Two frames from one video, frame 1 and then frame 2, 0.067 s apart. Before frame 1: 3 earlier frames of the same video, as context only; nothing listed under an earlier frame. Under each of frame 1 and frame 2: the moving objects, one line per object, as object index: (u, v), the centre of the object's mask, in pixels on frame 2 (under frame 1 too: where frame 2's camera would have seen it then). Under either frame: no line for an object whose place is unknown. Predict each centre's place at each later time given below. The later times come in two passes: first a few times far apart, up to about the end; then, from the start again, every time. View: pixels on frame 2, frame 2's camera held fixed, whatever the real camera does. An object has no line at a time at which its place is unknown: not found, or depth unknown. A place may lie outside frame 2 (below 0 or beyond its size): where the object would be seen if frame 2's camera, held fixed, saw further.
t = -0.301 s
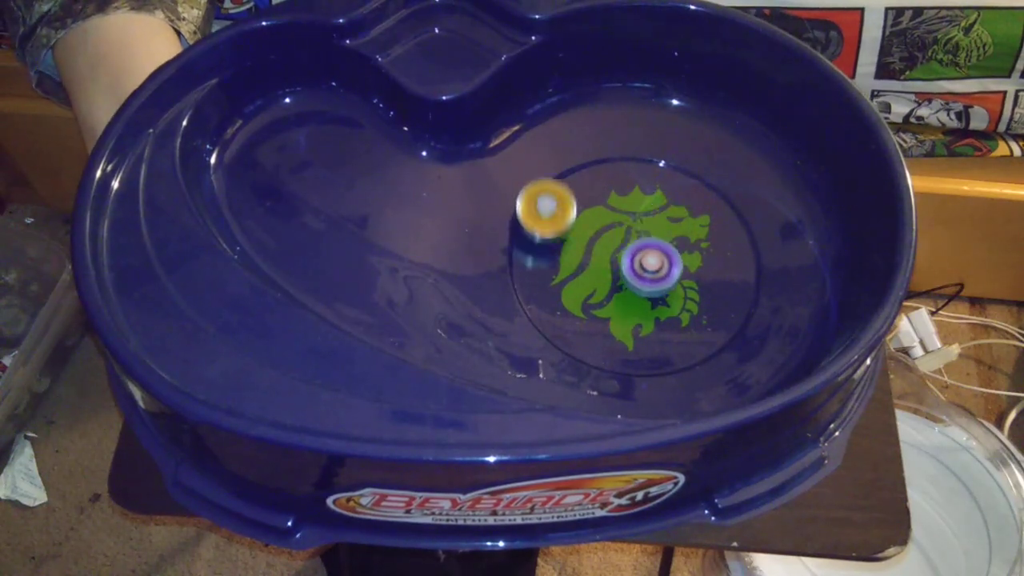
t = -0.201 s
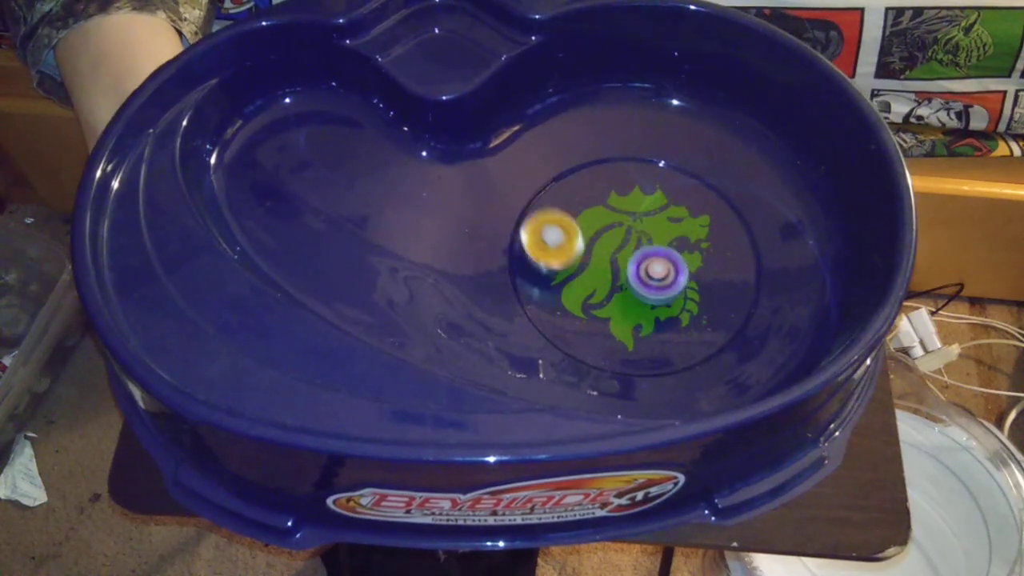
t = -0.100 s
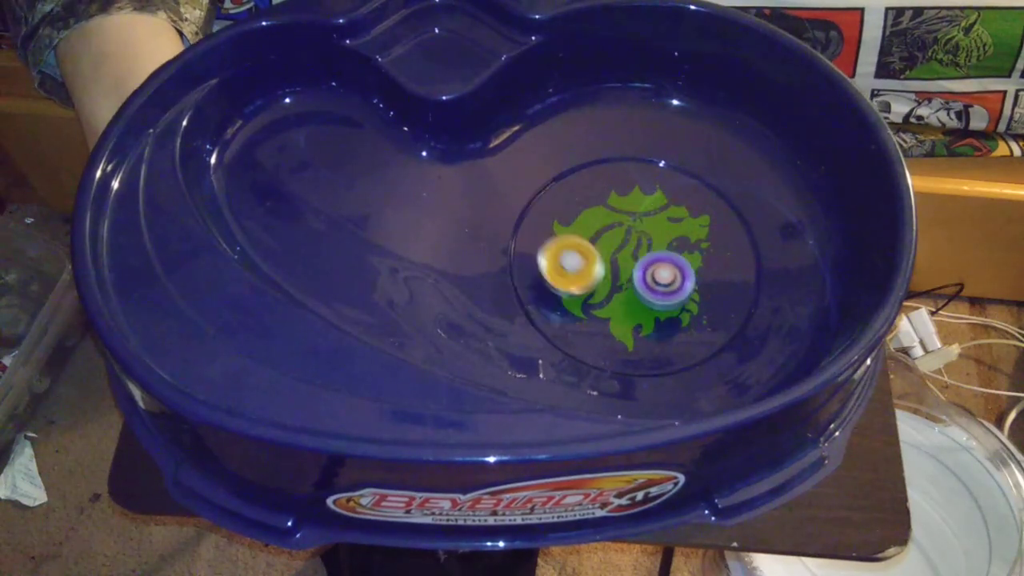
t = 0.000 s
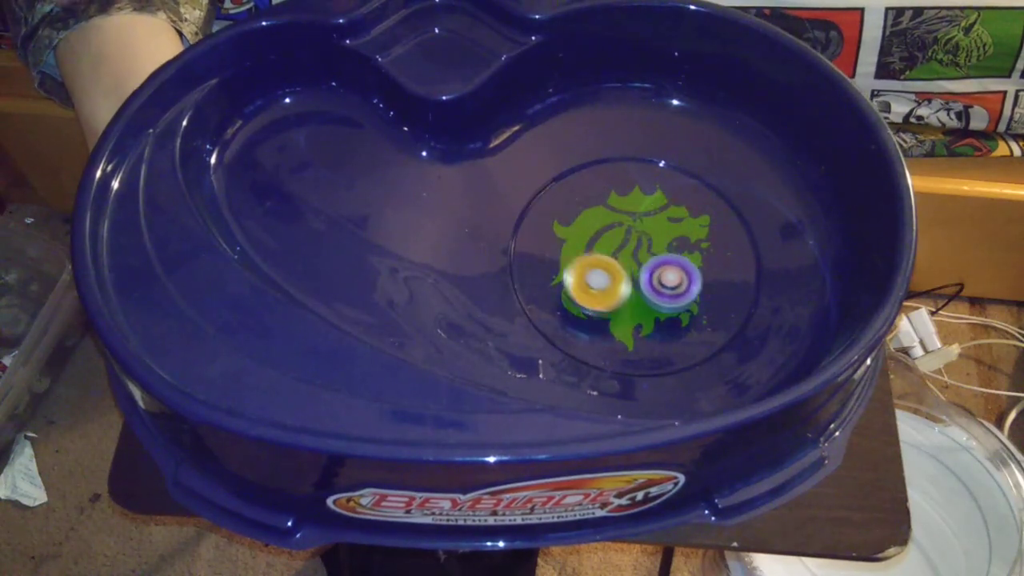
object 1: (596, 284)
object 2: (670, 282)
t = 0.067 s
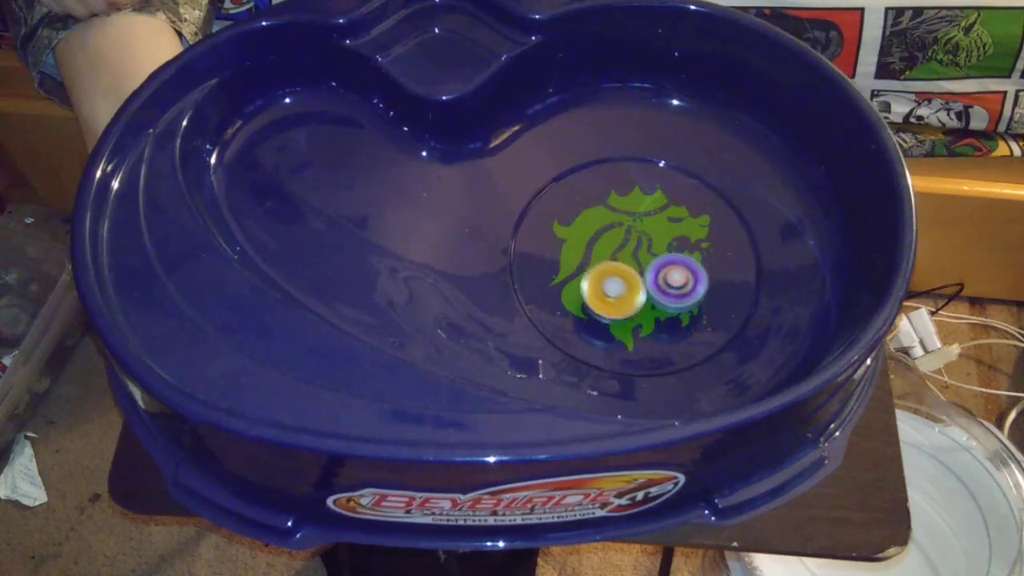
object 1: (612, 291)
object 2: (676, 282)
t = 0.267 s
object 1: (536, 308)
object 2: (756, 253)
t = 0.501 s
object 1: (587, 319)
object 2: (707, 213)
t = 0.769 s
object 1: (642, 303)
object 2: (634, 216)
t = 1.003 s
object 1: (689, 295)
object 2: (562, 225)
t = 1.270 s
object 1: (767, 273)
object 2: (451, 218)
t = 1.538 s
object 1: (687, 193)
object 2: (446, 281)
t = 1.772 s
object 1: (609, 205)
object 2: (488, 297)
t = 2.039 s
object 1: (574, 254)
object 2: (527, 294)
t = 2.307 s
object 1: (624, 256)
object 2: (586, 306)
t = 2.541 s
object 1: (641, 231)
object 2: (614, 286)
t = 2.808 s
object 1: (643, 175)
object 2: (625, 282)
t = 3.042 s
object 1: (608, 181)
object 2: (640, 257)
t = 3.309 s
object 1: (569, 200)
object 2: (657, 243)
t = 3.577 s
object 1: (574, 245)
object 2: (660, 224)
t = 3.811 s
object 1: (615, 269)
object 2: (648, 215)
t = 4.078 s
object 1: (667, 311)
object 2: (626, 199)
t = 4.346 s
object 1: (707, 306)
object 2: (601, 219)
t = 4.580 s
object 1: (707, 284)
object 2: (602, 252)
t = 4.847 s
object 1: (697, 262)
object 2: (610, 281)
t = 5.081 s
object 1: (681, 242)
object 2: (615, 301)
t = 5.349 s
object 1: (629, 239)
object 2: (641, 305)
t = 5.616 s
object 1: (562, 210)
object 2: (690, 323)
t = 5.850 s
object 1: (529, 219)
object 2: (712, 299)
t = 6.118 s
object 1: (536, 249)
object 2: (695, 261)
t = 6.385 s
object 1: (559, 257)
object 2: (649, 237)
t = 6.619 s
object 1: (567, 259)
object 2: (626, 228)
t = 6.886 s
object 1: (561, 299)
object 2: (626, 196)
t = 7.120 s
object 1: (578, 380)
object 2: (663, 130)
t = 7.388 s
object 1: (695, 343)
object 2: (601, 175)
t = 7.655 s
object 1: (700, 253)
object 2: (605, 216)
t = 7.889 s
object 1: (691, 203)
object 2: (593, 236)
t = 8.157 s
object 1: (629, 175)
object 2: (614, 267)
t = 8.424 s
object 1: (579, 201)
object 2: (639, 289)
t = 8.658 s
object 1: (575, 240)
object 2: (653, 295)
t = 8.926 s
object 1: (590, 271)
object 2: (673, 295)
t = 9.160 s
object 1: (542, 264)
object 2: (718, 290)
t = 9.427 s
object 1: (559, 283)
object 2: (699, 263)
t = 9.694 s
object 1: (586, 287)
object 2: (653, 249)
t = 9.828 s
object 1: (530, 316)
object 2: (691, 213)
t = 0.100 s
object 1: (603, 294)
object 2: (693, 280)
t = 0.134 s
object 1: (581, 297)
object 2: (718, 276)
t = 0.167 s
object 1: (562, 300)
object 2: (736, 272)
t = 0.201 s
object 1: (549, 302)
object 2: (749, 267)
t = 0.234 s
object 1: (540, 305)
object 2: (756, 260)
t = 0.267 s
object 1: (536, 308)
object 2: (756, 253)
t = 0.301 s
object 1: (540, 308)
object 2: (752, 245)
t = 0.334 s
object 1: (546, 310)
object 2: (745, 237)
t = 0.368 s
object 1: (553, 312)
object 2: (739, 230)
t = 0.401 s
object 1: (562, 314)
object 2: (732, 225)
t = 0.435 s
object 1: (570, 317)
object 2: (724, 220)
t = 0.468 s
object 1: (579, 318)
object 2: (716, 216)
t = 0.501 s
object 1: (587, 319)
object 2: (707, 213)
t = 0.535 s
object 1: (596, 319)
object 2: (698, 211)
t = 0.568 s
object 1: (604, 319)
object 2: (690, 210)
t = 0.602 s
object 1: (611, 318)
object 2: (680, 209)
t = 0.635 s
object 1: (618, 316)
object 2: (670, 209)
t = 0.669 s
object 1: (625, 314)
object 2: (661, 210)
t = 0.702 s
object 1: (632, 311)
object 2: (652, 211)
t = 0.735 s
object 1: (637, 307)
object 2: (643, 213)
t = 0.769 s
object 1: (642, 303)
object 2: (634, 216)
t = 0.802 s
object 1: (645, 299)
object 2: (627, 220)
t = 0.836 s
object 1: (648, 294)
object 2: (619, 224)
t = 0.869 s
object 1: (650, 289)
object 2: (613, 229)
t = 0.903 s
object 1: (651, 284)
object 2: (607, 234)
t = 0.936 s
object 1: (652, 279)
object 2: (602, 239)
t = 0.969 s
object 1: (659, 278)
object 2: (592, 240)
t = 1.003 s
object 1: (689, 295)
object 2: (562, 225)
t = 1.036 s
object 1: (715, 307)
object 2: (539, 215)
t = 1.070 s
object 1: (738, 315)
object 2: (520, 205)
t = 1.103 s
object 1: (752, 316)
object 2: (503, 199)
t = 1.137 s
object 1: (760, 314)
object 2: (489, 197)
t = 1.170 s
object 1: (766, 307)
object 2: (477, 197)
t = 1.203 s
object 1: (769, 298)
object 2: (467, 203)
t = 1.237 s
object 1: (769, 287)
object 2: (458, 210)
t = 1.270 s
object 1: (767, 273)
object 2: (451, 218)
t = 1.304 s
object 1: (761, 259)
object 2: (445, 227)
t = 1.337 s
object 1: (752, 244)
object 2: (441, 236)
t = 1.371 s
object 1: (742, 231)
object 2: (438, 244)
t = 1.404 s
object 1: (732, 218)
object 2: (436, 253)
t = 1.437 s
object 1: (721, 208)
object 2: (435, 261)
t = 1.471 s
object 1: (710, 200)
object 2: (437, 268)
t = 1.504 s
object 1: (699, 196)
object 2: (441, 275)
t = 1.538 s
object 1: (687, 193)
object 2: (446, 281)
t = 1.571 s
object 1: (675, 191)
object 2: (453, 286)
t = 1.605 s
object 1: (664, 191)
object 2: (459, 289)
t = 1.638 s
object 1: (652, 191)
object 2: (466, 293)
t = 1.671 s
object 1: (640, 193)
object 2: (473, 295)
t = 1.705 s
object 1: (629, 197)
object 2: (478, 296)
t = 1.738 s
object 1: (618, 200)
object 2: (483, 297)
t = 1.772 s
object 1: (609, 205)
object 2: (488, 297)
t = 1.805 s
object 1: (600, 211)
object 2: (494, 297)
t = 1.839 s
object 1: (593, 217)
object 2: (498, 296)
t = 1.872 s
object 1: (586, 224)
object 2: (503, 295)
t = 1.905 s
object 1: (581, 231)
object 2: (508, 294)
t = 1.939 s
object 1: (576, 238)
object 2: (512, 293)
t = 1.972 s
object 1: (573, 244)
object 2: (517, 292)
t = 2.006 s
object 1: (571, 251)
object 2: (523, 291)
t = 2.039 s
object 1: (574, 254)
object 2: (527, 294)
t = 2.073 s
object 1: (585, 253)
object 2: (534, 301)
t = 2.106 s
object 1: (594, 253)
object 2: (545, 306)
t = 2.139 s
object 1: (601, 254)
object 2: (555, 309)
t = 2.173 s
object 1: (607, 256)
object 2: (563, 310)
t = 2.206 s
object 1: (612, 257)
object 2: (570, 309)
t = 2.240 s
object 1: (616, 258)
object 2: (577, 307)
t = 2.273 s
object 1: (619, 259)
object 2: (584, 305)
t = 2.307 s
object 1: (624, 256)
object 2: (586, 306)
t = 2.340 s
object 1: (631, 250)
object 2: (588, 305)
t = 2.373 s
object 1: (636, 246)
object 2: (592, 304)
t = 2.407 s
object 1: (639, 242)
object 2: (597, 301)
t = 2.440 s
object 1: (641, 239)
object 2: (602, 297)
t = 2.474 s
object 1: (642, 236)
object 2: (607, 294)
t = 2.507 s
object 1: (642, 233)
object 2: (611, 290)
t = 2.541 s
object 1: (641, 231)
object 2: (614, 286)
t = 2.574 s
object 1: (640, 228)
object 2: (618, 281)
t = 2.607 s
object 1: (640, 222)
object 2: (618, 281)
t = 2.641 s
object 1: (645, 208)
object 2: (617, 286)
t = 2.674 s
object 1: (648, 196)
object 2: (616, 289)
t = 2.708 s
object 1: (649, 188)
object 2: (617, 289)
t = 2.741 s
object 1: (649, 182)
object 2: (619, 287)
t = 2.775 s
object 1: (646, 180)
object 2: (622, 285)
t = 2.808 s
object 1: (643, 175)
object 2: (625, 282)
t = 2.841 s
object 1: (639, 174)
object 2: (628, 279)
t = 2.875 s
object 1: (634, 174)
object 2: (631, 276)
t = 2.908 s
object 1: (629, 174)
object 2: (634, 272)
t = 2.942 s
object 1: (624, 175)
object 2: (636, 268)
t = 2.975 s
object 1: (619, 176)
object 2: (637, 265)
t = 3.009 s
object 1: (613, 178)
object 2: (639, 261)
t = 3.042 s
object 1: (608, 181)
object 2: (640, 257)
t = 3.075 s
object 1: (604, 183)
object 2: (641, 253)
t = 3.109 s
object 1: (600, 187)
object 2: (641, 250)
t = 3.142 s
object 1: (596, 191)
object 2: (641, 245)
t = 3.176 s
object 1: (594, 195)
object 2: (641, 241)
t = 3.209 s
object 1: (591, 200)
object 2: (641, 238)
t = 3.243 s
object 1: (582, 199)
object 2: (648, 240)
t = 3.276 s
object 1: (575, 198)
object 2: (653, 242)
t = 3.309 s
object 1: (569, 200)
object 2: (657, 243)
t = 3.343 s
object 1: (565, 203)
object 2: (658, 242)
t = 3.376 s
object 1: (563, 208)
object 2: (660, 239)
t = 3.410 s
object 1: (562, 214)
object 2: (660, 237)
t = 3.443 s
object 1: (562, 220)
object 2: (661, 234)
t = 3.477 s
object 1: (564, 227)
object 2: (661, 231)
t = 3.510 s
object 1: (567, 233)
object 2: (662, 229)
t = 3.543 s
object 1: (570, 240)
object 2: (661, 227)
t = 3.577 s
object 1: (574, 245)
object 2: (660, 224)
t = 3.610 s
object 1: (579, 250)
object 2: (659, 222)
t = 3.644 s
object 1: (585, 254)
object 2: (658, 220)
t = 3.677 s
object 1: (591, 258)
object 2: (657, 218)
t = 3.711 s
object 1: (597, 262)
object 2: (654, 217)
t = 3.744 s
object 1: (603, 265)
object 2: (652, 216)
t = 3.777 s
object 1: (609, 267)
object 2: (650, 215)
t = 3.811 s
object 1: (615, 269)
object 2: (648, 215)
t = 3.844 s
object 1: (622, 270)
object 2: (645, 215)
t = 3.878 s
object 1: (629, 272)
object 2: (643, 215)
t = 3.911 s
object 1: (636, 272)
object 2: (640, 216)
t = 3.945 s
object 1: (642, 273)
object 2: (637, 217)
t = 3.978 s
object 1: (649, 282)
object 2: (635, 211)
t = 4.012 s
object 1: (656, 295)
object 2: (632, 205)
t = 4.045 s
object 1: (661, 305)
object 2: (629, 201)
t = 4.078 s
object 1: (667, 311)
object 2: (626, 199)
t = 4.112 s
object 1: (673, 315)
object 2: (622, 200)
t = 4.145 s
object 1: (679, 317)
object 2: (618, 201)
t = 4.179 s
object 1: (685, 317)
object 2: (614, 203)
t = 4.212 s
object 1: (690, 316)
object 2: (610, 206)
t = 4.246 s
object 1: (696, 314)
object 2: (607, 209)
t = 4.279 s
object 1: (700, 312)
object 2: (605, 212)
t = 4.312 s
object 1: (704, 309)
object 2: (602, 215)
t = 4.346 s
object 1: (707, 306)
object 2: (601, 219)
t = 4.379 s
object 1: (709, 303)
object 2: (599, 224)
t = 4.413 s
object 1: (710, 300)
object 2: (598, 229)
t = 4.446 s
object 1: (711, 297)
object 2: (598, 233)
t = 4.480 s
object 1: (711, 294)
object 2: (598, 237)
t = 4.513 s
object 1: (710, 291)
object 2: (599, 243)
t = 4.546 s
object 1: (709, 287)
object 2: (600, 248)
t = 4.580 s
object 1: (707, 284)
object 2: (602, 252)
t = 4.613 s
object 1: (705, 281)
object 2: (604, 256)
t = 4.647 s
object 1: (702, 278)
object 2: (606, 261)
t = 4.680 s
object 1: (699, 275)
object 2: (609, 264)
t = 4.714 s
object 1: (695, 272)
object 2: (613, 268)
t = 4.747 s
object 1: (691, 270)
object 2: (616, 272)
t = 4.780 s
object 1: (687, 268)
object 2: (620, 275)
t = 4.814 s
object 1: (689, 264)
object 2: (618, 278)
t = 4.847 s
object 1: (697, 262)
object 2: (610, 281)
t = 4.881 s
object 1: (701, 259)
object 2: (606, 284)
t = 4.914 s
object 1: (702, 256)
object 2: (604, 287)
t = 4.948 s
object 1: (700, 253)
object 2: (605, 289)
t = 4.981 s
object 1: (696, 250)
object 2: (607, 292)
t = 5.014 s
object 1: (692, 247)
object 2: (609, 295)
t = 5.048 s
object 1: (686, 245)
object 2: (612, 298)
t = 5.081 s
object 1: (681, 242)
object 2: (615, 301)
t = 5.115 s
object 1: (675, 240)
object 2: (618, 302)
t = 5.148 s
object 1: (668, 238)
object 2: (621, 304)
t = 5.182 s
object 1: (662, 237)
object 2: (624, 305)
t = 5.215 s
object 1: (655, 236)
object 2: (628, 306)
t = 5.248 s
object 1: (648, 236)
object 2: (631, 307)
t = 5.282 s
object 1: (642, 236)
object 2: (634, 306)
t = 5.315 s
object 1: (635, 238)
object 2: (638, 306)
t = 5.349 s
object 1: (629, 239)
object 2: (641, 305)
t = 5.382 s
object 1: (624, 241)
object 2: (644, 304)
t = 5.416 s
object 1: (618, 244)
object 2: (646, 302)
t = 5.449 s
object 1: (614, 247)
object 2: (648, 300)
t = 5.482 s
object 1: (611, 249)
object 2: (650, 298)
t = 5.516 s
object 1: (603, 246)
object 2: (657, 301)
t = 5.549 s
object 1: (588, 231)
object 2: (671, 312)
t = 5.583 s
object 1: (574, 219)
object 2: (682, 320)
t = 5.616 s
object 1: (562, 210)
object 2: (690, 323)
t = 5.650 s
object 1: (551, 203)
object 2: (696, 324)
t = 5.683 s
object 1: (542, 200)
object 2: (701, 321)
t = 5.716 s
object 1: (535, 200)
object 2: (705, 318)
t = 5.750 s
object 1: (531, 201)
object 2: (708, 313)
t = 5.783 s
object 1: (530, 207)
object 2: (710, 309)
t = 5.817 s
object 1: (529, 213)
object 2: (711, 304)
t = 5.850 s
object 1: (529, 219)
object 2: (712, 299)
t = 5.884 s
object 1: (528, 225)
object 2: (712, 294)
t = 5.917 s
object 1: (528, 230)
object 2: (711, 289)
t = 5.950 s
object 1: (529, 234)
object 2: (710, 284)
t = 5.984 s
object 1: (529, 238)
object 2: (708, 279)
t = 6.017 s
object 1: (531, 241)
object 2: (705, 274)
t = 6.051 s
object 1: (532, 244)
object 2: (702, 269)
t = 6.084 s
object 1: (534, 247)
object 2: (699, 265)
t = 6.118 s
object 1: (536, 249)
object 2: (695, 261)
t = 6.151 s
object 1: (538, 250)
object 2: (690, 257)
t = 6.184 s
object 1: (540, 252)
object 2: (685, 253)
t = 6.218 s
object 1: (542, 254)
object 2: (679, 249)
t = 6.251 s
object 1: (545, 255)
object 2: (673, 246)
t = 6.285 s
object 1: (548, 256)
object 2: (667, 244)
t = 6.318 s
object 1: (551, 256)
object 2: (661, 240)
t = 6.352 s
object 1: (555, 257)
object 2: (655, 238)
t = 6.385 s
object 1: (559, 257)
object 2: (649, 237)
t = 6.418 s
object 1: (563, 256)
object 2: (642, 235)
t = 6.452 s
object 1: (567, 256)
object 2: (636, 234)
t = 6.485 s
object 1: (571, 255)
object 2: (630, 233)
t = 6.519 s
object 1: (570, 256)
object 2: (629, 231)
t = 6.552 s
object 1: (566, 258)
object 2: (630, 229)
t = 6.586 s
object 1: (566, 259)
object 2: (628, 229)
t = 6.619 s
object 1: (567, 259)
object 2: (626, 228)
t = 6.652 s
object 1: (569, 260)
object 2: (622, 228)
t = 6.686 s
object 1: (571, 261)
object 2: (619, 227)
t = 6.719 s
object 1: (570, 264)
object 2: (618, 225)
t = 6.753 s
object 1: (572, 266)
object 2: (617, 224)
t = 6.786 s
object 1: (574, 267)
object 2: (615, 223)
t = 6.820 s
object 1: (577, 268)
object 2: (612, 222)
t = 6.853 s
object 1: (576, 275)
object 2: (610, 219)
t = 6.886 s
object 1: (561, 299)
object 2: (626, 196)
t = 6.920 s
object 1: (548, 322)
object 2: (641, 175)
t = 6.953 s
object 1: (544, 340)
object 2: (651, 160)
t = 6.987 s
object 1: (544, 355)
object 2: (660, 146)
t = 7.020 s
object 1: (547, 365)
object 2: (666, 137)
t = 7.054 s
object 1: (555, 372)
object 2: (668, 132)
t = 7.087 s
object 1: (565, 377)
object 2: (667, 130)
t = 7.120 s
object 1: (578, 380)
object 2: (663, 130)
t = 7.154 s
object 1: (592, 381)
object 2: (657, 131)
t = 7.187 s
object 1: (607, 380)
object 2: (649, 133)
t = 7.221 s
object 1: (623, 378)
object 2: (642, 136)
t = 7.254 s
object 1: (639, 375)
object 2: (633, 140)
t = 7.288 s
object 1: (655, 370)
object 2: (625, 146)
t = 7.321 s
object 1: (670, 363)
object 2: (616, 155)
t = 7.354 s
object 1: (683, 355)
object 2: (608, 166)
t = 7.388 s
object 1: (695, 343)
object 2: (601, 175)
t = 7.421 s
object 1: (704, 330)
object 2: (597, 183)
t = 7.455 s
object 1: (710, 318)
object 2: (594, 190)
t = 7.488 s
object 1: (713, 305)
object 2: (594, 196)
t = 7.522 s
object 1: (714, 295)
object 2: (594, 201)
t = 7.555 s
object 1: (713, 284)
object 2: (596, 205)
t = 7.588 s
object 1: (710, 273)
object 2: (598, 209)
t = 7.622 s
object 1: (706, 263)
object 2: (602, 212)
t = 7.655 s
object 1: (700, 253)
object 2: (605, 216)
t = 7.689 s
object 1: (694, 244)
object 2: (608, 219)
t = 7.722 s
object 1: (686, 234)
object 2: (612, 222)
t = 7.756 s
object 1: (681, 226)
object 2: (614, 226)
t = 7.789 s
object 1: (687, 220)
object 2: (604, 228)
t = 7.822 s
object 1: (692, 215)
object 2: (597, 230)
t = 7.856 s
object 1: (693, 209)
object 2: (594, 232)
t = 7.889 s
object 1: (691, 203)
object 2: (593, 236)
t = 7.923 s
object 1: (686, 197)
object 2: (594, 240)
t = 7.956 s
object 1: (680, 191)
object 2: (596, 244)
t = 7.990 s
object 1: (673, 187)
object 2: (598, 249)
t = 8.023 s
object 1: (665, 182)
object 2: (601, 253)
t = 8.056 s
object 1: (656, 179)
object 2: (604, 257)
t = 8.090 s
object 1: (647, 177)
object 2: (607, 260)
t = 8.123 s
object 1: (638, 175)
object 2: (611, 264)
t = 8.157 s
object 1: (629, 175)
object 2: (614, 267)
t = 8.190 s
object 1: (621, 176)
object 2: (617, 271)
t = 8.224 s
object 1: (612, 178)
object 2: (620, 274)
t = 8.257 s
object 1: (605, 180)
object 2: (624, 277)
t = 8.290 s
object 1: (598, 183)
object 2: (627, 279)
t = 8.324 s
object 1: (592, 187)
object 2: (630, 282)
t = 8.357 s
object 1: (587, 191)
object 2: (633, 284)
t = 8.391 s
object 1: (582, 196)
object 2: (636, 286)
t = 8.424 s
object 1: (579, 201)
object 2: (639, 289)
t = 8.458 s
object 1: (576, 207)
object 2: (641, 290)
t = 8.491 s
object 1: (574, 212)
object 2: (644, 292)
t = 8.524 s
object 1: (573, 218)
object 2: (646, 293)
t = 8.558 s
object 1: (573, 224)
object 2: (648, 294)
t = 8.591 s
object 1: (573, 230)
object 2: (650, 295)
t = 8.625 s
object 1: (574, 235)
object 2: (652, 295)
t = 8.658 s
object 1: (575, 240)
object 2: (653, 295)
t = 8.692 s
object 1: (577, 246)
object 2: (655, 295)
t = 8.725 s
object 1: (580, 251)
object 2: (656, 295)
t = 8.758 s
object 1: (582, 256)
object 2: (658, 294)
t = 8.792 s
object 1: (586, 260)
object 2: (659, 294)
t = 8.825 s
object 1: (590, 265)
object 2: (660, 293)
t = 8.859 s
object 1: (594, 269)
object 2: (660, 293)
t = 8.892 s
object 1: (598, 273)
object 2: (661, 292)
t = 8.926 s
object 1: (590, 271)
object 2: (673, 295)
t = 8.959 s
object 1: (574, 265)
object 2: (689, 299)
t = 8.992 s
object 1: (562, 262)
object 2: (702, 302)
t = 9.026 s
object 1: (553, 260)
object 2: (710, 302)
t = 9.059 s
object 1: (547, 259)
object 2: (715, 300)
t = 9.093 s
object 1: (544, 260)
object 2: (717, 298)
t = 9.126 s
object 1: (542, 262)
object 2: (718, 295)
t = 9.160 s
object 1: (542, 264)
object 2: (718, 290)
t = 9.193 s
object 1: (543, 267)
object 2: (717, 286)
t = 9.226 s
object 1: (544, 270)
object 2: (716, 283)
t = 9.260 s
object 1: (546, 273)
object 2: (714, 279)
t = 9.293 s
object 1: (548, 275)
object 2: (712, 276)
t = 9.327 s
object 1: (551, 278)
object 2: (709, 272)
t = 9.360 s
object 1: (553, 280)
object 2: (706, 269)
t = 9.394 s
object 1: (557, 282)
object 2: (703, 266)
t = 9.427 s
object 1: (559, 283)
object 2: (699, 263)
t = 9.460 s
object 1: (562, 285)
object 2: (695, 260)
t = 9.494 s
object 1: (565, 286)
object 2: (690, 258)
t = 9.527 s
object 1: (569, 286)
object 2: (684, 256)
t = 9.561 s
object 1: (572, 287)
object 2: (678, 254)
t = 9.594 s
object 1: (576, 288)
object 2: (672, 252)
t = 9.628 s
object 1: (579, 288)
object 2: (666, 251)
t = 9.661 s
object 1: (583, 288)
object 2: (659, 250)
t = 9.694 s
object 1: (586, 287)
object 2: (653, 249)
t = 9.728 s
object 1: (590, 286)
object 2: (647, 249)
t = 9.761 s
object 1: (594, 285)
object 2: (642, 249)
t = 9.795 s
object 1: (566, 299)
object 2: (659, 234)
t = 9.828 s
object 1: (530, 316)
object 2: (691, 213)
